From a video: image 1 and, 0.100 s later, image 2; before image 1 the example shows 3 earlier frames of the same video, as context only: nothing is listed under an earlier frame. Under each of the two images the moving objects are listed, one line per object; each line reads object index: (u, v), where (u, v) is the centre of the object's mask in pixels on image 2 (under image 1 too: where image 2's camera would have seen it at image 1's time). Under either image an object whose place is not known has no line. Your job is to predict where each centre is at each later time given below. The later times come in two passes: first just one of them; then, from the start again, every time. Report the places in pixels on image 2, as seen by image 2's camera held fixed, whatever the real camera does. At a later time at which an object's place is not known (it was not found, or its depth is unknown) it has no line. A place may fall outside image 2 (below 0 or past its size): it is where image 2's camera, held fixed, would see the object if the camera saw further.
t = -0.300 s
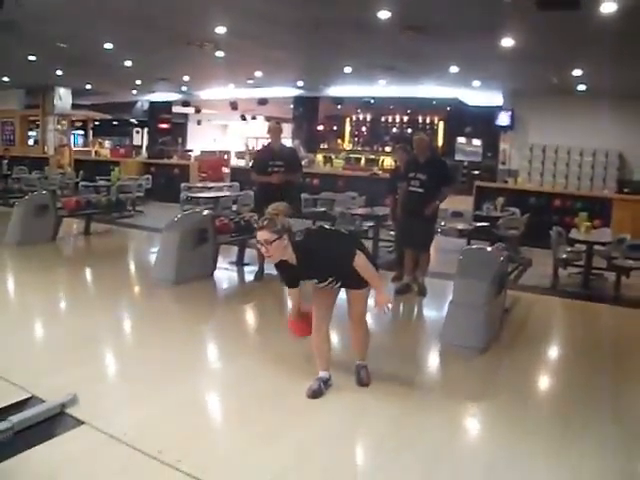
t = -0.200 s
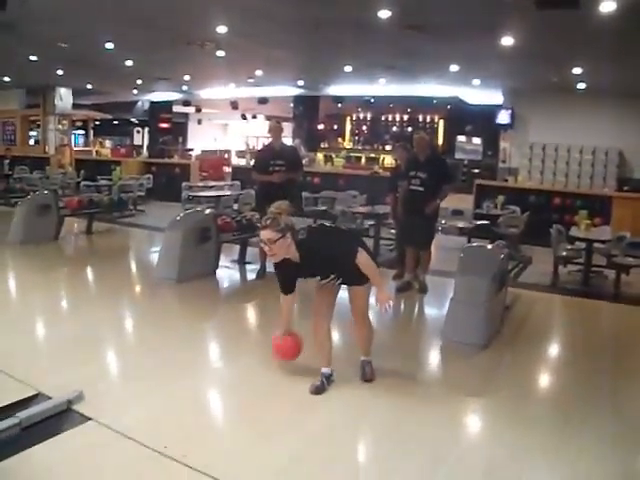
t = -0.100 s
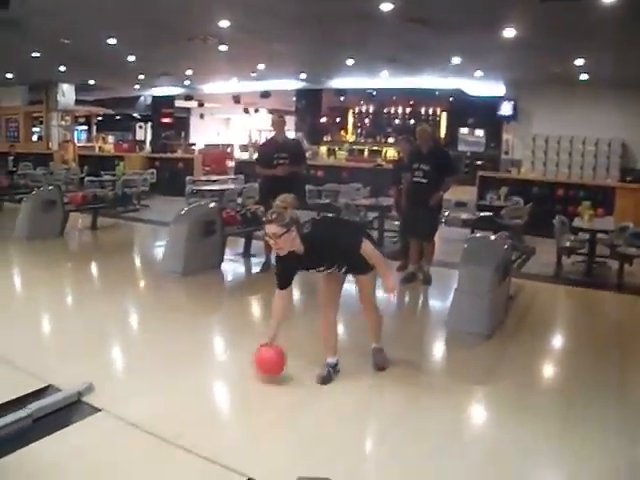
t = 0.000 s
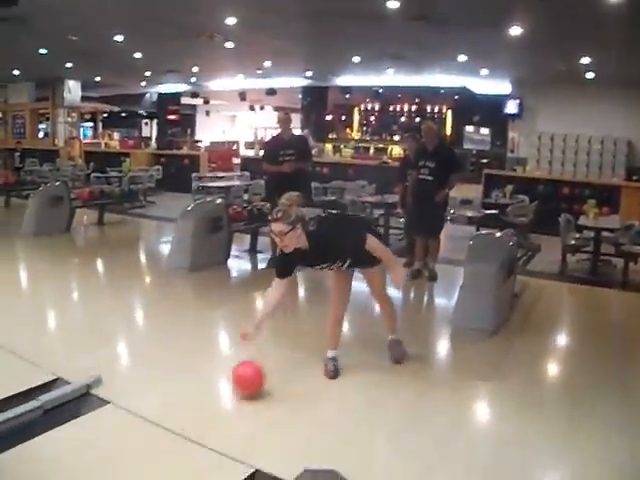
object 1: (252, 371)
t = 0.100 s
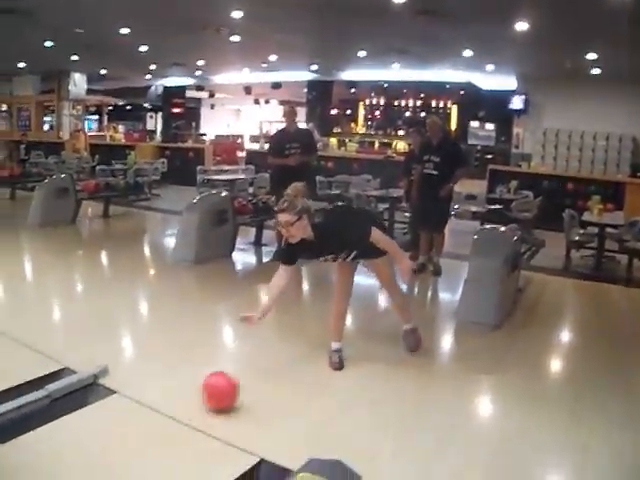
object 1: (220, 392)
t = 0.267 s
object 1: (158, 431)
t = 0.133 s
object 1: (209, 399)
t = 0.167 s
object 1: (197, 407)
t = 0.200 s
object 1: (185, 414)
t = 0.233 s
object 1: (172, 422)
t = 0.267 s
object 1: (158, 431)
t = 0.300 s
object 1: (143, 440)
